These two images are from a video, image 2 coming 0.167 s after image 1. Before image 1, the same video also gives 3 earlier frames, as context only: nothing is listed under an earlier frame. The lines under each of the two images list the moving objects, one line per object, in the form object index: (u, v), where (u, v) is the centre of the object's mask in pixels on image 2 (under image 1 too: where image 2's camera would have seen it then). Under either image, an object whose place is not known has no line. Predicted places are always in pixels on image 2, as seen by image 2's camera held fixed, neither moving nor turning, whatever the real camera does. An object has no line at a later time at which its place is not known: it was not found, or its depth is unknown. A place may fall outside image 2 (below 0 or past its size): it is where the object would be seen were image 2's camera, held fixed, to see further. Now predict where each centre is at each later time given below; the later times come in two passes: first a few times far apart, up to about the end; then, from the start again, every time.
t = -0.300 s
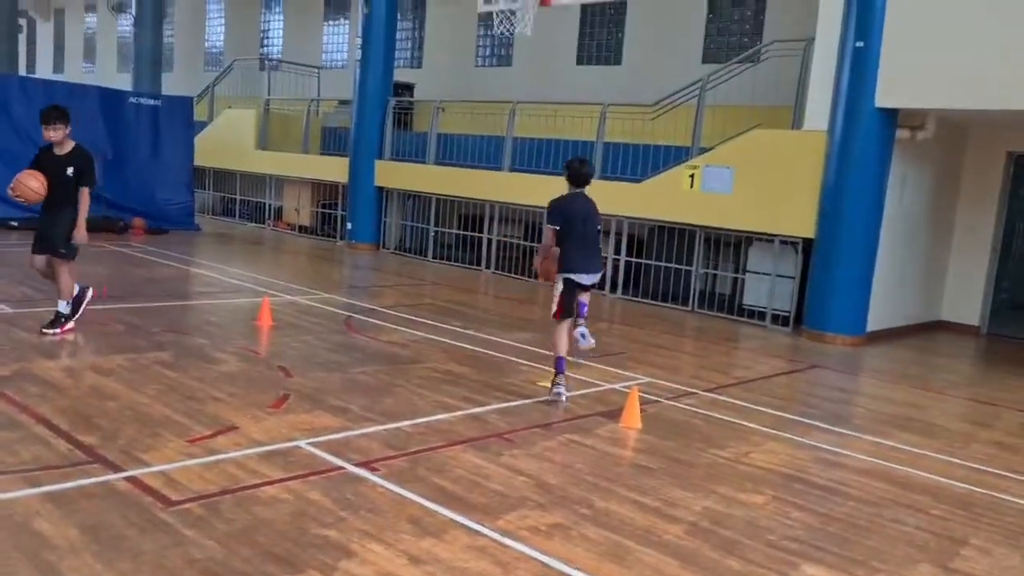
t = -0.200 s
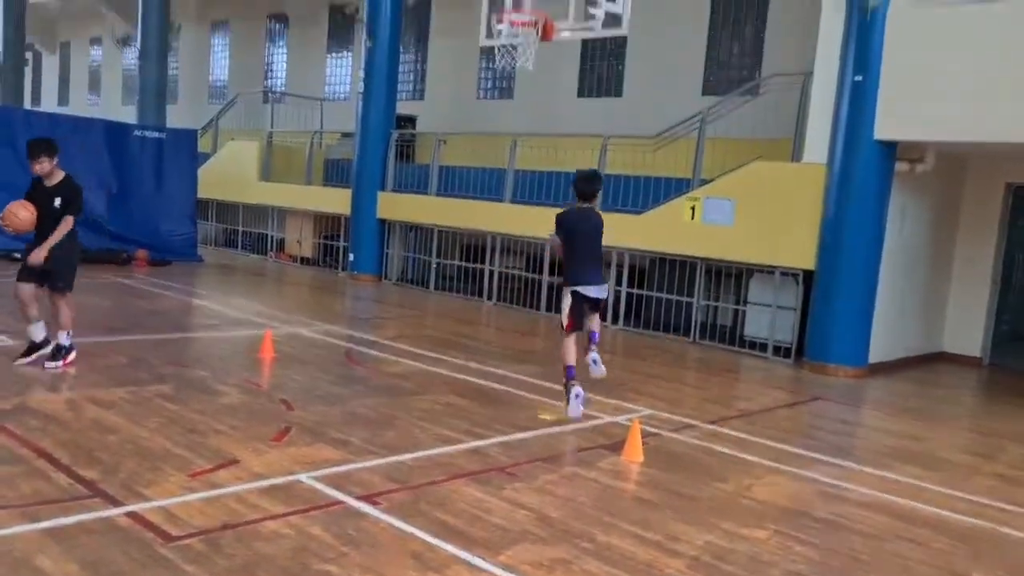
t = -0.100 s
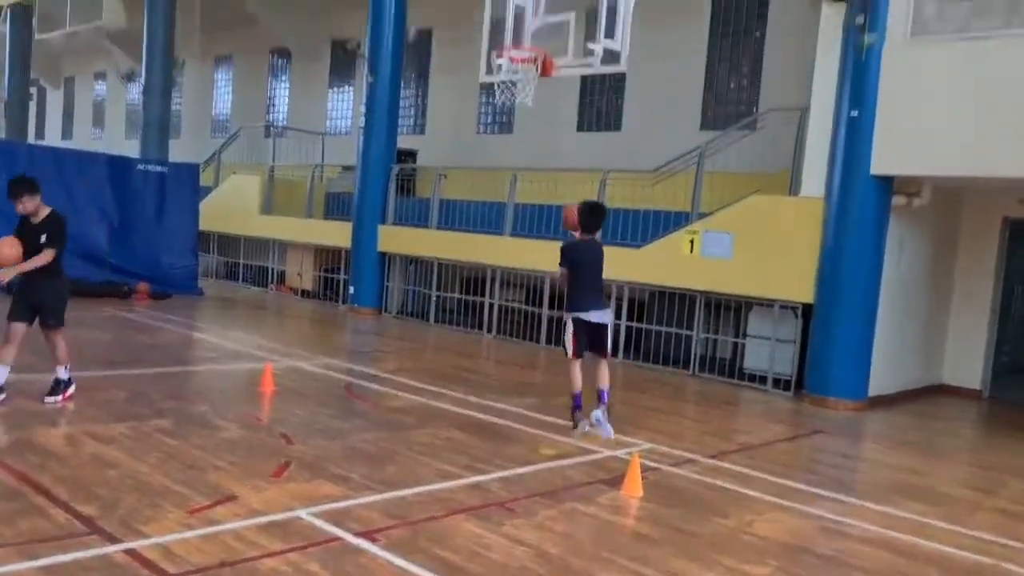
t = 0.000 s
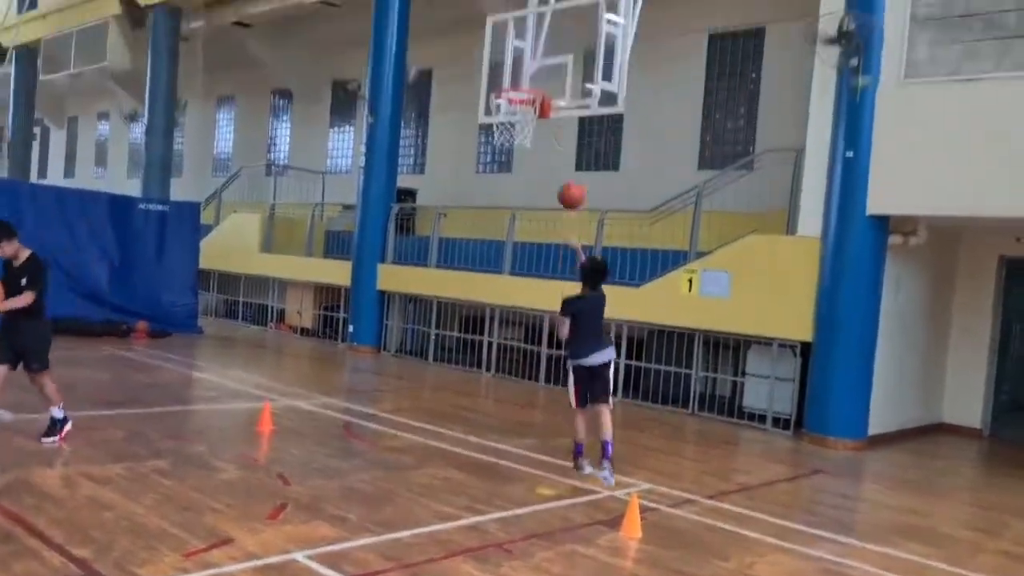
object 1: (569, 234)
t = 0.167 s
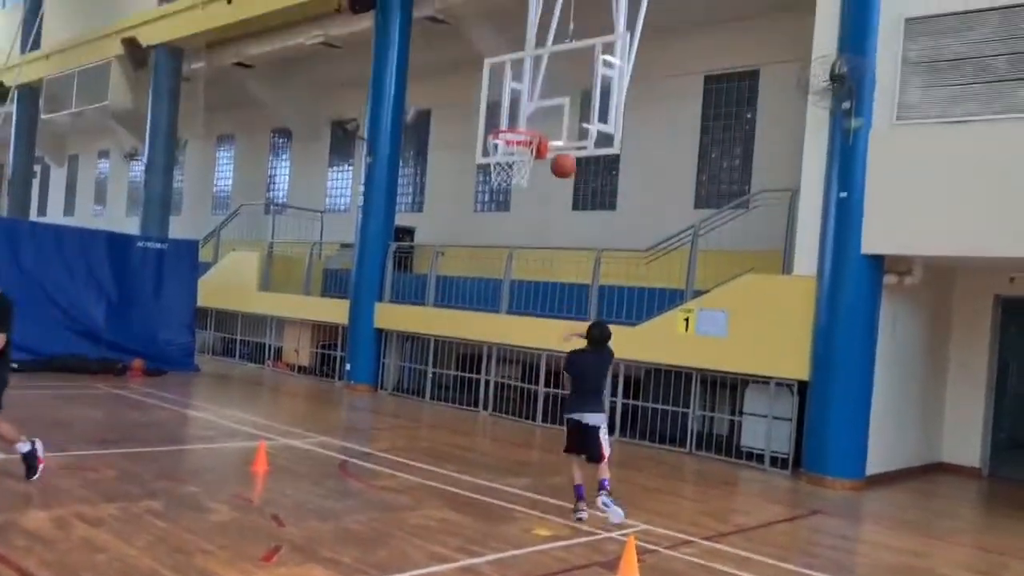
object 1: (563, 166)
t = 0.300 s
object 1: (557, 136)
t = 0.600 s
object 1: (523, 123)
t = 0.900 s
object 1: (509, 121)
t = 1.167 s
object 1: (530, 122)
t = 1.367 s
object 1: (526, 126)
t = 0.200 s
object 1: (563, 156)
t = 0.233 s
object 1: (561, 148)
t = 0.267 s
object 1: (559, 142)
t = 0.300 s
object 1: (557, 136)
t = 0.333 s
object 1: (556, 133)
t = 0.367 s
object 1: (554, 130)
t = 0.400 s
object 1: (553, 129)
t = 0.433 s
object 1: (552, 129)
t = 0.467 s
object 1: (548, 128)
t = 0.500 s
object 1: (541, 125)
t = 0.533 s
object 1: (535, 124)
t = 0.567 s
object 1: (528, 123)
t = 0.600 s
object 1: (523, 123)
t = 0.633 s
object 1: (514, 124)
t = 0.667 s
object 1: (508, 128)
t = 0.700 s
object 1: (507, 127)
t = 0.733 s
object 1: (505, 126)
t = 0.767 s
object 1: (502, 123)
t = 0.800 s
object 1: (502, 122)
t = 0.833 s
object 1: (504, 121)
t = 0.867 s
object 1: (507, 121)
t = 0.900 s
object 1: (509, 121)
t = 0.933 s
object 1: (514, 121)
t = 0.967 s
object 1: (518, 121)
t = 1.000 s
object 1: (521, 120)
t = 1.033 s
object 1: (522, 120)
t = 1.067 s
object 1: (524, 120)
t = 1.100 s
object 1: (527, 122)
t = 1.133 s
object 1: (529, 122)
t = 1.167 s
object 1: (530, 122)
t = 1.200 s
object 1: (531, 123)
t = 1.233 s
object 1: (533, 124)
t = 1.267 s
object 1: (532, 124)
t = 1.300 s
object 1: (532, 123)
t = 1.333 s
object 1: (529, 124)
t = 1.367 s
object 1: (526, 126)
